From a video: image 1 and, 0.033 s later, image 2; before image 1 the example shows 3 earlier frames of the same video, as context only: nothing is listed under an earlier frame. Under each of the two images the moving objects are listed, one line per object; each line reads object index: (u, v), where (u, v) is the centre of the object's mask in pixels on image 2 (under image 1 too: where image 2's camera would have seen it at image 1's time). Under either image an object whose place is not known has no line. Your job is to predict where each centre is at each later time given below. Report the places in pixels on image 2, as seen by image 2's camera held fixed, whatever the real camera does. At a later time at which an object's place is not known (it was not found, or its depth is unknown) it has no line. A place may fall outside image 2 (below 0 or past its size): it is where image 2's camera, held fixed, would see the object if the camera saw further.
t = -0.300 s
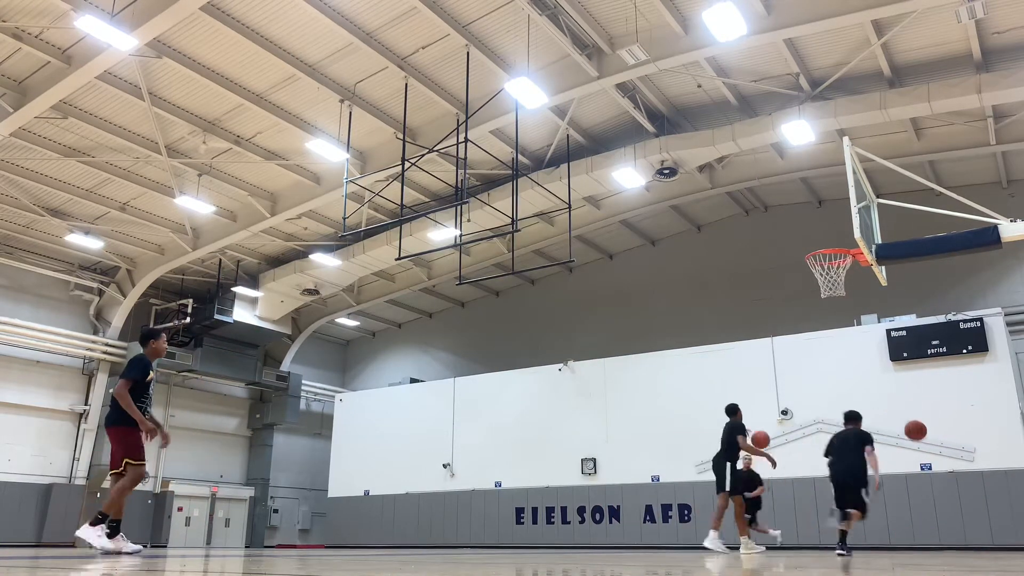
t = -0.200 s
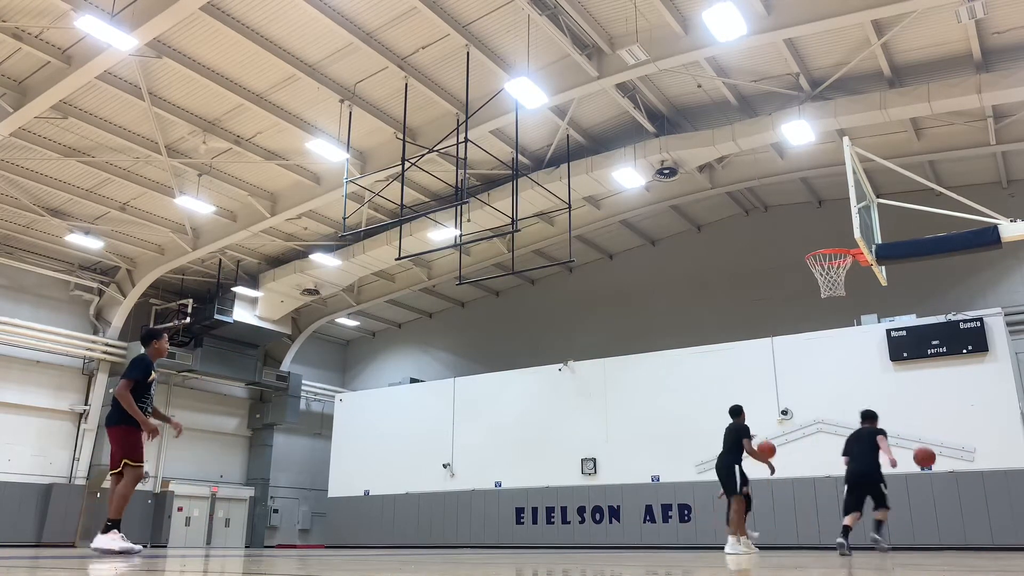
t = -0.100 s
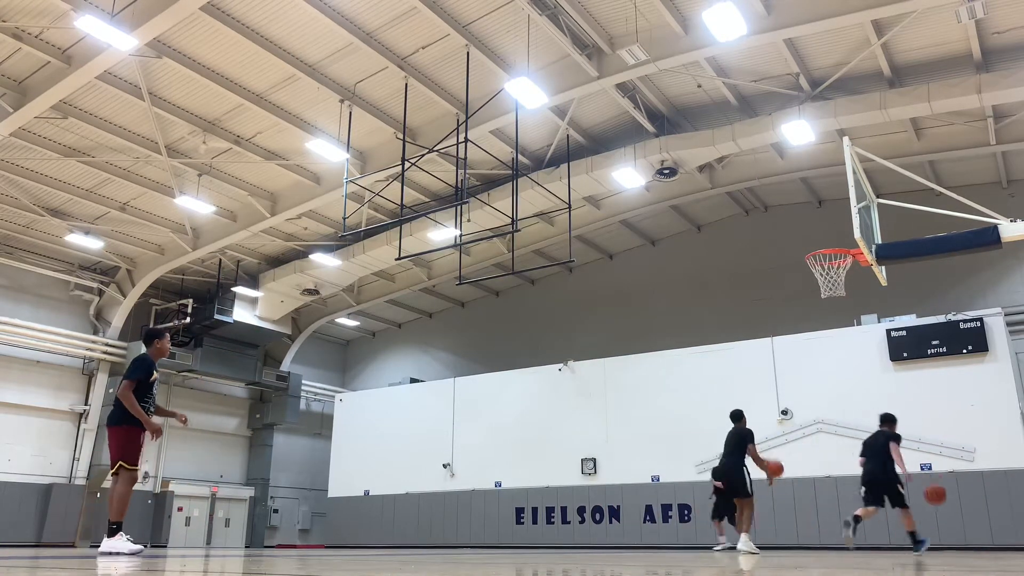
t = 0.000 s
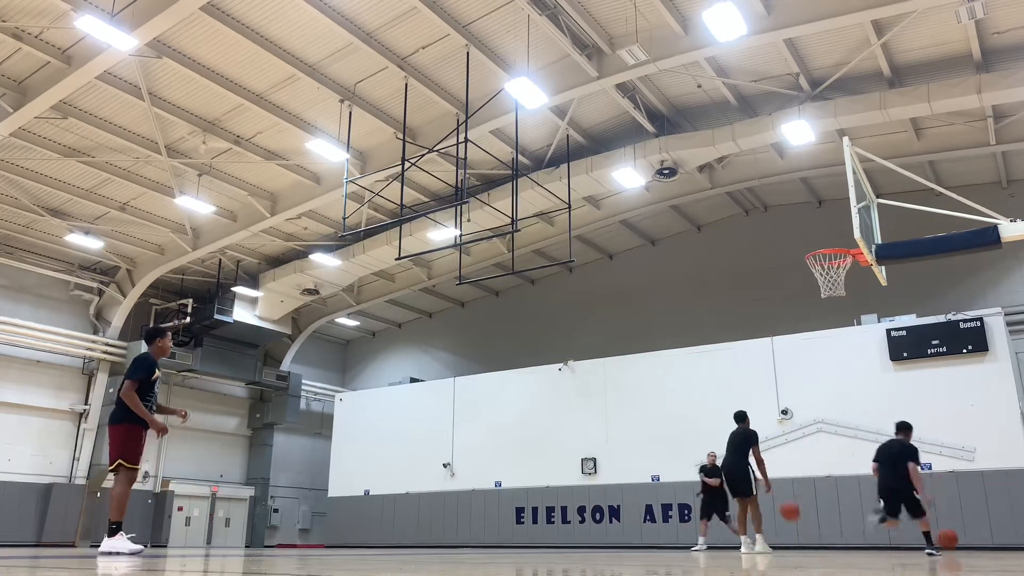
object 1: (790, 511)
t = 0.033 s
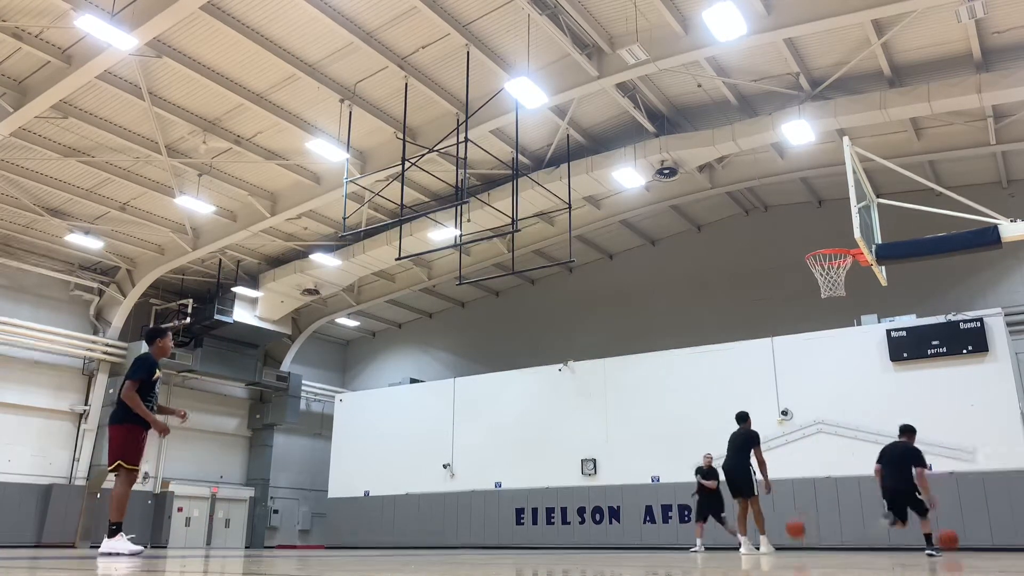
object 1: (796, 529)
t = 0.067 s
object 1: (802, 545)
